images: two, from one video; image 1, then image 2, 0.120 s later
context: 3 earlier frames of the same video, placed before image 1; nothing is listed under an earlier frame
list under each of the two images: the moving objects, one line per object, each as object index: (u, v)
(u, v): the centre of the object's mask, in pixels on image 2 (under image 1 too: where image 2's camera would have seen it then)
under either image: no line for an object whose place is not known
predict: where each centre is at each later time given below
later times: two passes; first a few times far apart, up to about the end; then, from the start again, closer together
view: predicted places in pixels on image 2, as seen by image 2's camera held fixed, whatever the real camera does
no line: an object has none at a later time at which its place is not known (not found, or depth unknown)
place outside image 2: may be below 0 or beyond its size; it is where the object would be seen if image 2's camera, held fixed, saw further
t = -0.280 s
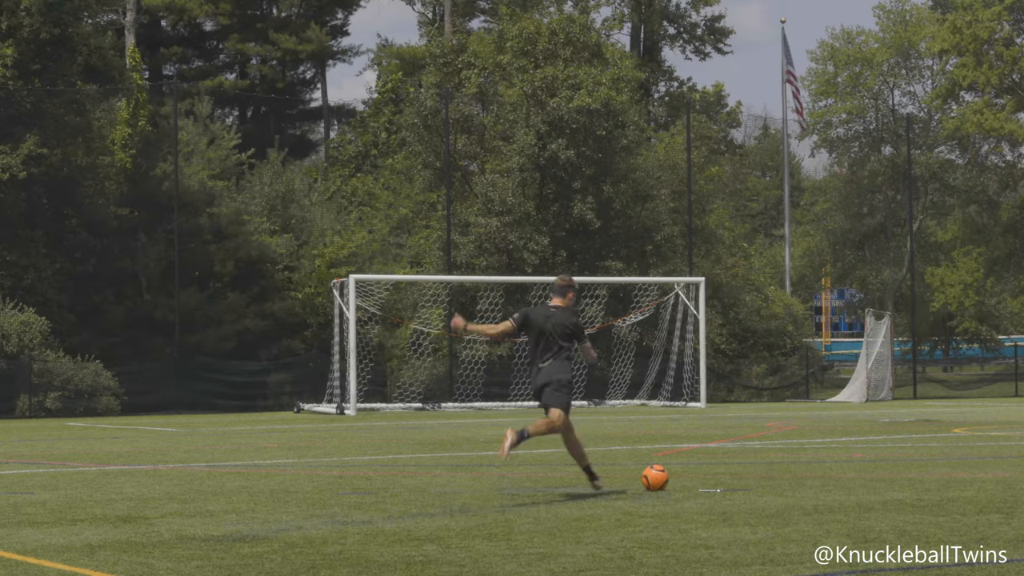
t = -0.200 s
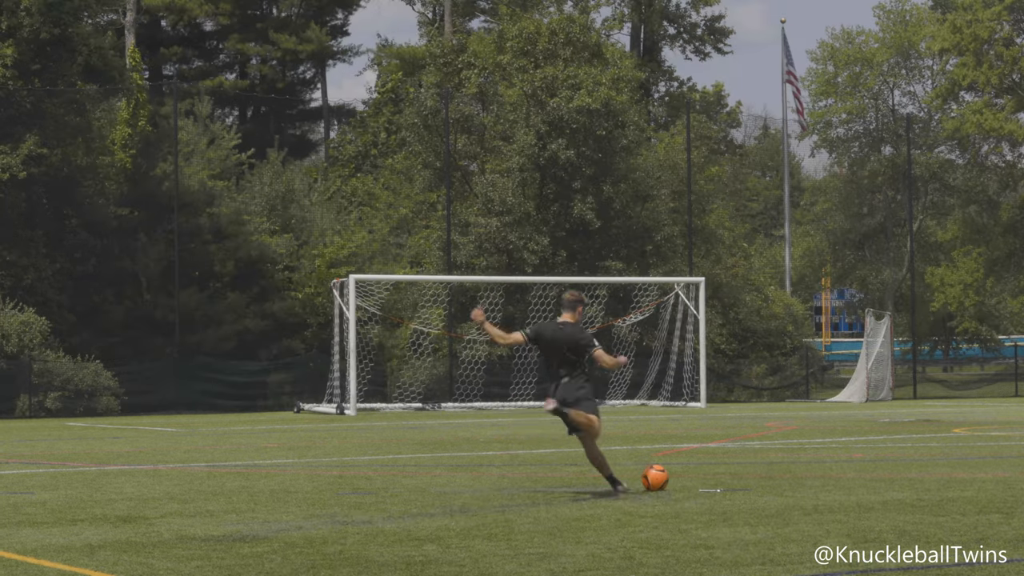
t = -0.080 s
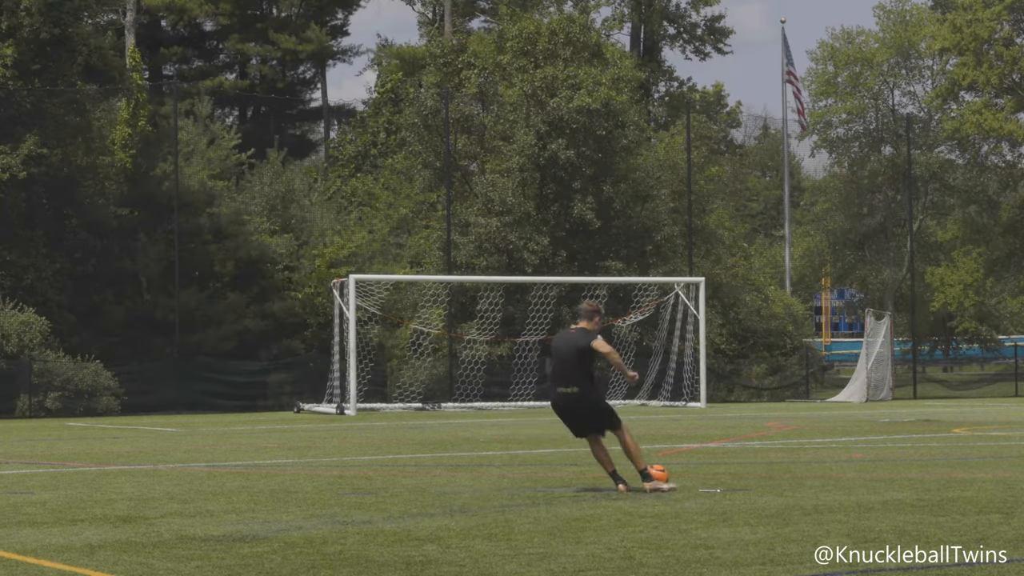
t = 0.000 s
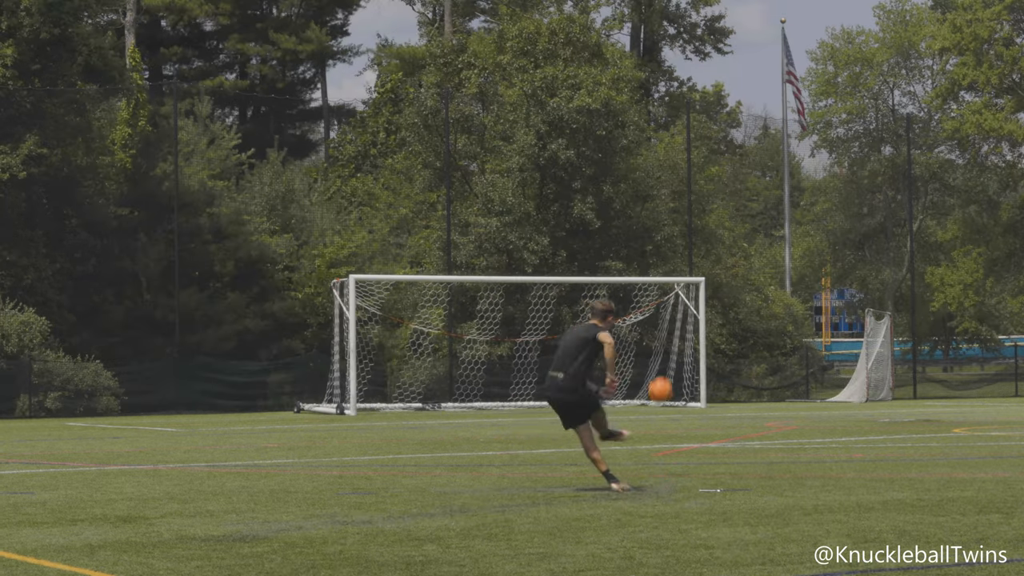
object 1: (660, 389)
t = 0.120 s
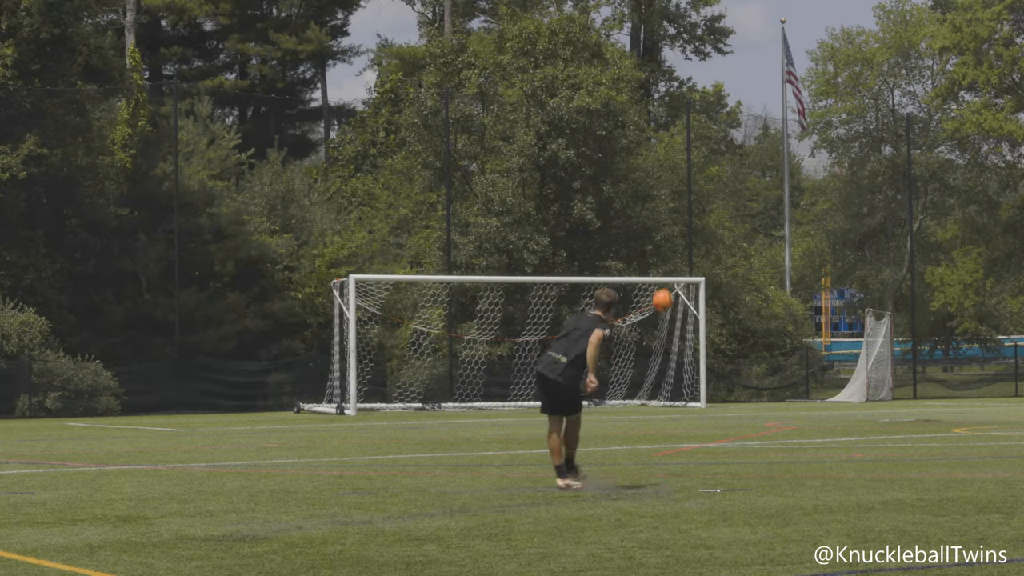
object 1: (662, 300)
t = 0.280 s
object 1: (661, 228)
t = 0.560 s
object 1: (658, 203)
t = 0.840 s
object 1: (676, 233)
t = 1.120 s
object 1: (718, 291)
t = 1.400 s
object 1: (845, 349)
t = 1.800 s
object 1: (1010, 379)
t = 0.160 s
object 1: (663, 280)
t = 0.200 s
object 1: (662, 256)
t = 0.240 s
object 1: (662, 243)
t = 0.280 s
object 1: (661, 228)
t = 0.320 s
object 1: (660, 219)
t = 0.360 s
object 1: (659, 213)
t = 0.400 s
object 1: (657, 207)
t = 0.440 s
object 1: (657, 204)
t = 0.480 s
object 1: (657, 203)
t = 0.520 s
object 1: (658, 203)
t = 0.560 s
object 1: (658, 203)
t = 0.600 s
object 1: (660, 205)
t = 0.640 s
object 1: (661, 208)
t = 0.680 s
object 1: (664, 212)
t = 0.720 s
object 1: (666, 216)
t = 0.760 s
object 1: (669, 220)
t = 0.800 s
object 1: (673, 228)
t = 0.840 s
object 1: (676, 233)
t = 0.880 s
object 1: (681, 242)
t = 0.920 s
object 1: (685, 249)
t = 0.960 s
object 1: (689, 256)
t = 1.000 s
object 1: (695, 266)
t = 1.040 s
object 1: (699, 273)
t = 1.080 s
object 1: (706, 285)
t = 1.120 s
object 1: (718, 291)
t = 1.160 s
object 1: (735, 295)
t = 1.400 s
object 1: (845, 349)
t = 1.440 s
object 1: (858, 357)
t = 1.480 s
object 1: (880, 366)
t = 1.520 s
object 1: (896, 371)
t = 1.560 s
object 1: (912, 377)
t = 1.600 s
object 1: (935, 385)
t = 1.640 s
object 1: (952, 392)
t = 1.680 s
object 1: (973, 396)
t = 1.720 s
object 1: (984, 391)
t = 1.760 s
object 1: (994, 386)
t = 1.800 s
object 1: (1010, 379)
